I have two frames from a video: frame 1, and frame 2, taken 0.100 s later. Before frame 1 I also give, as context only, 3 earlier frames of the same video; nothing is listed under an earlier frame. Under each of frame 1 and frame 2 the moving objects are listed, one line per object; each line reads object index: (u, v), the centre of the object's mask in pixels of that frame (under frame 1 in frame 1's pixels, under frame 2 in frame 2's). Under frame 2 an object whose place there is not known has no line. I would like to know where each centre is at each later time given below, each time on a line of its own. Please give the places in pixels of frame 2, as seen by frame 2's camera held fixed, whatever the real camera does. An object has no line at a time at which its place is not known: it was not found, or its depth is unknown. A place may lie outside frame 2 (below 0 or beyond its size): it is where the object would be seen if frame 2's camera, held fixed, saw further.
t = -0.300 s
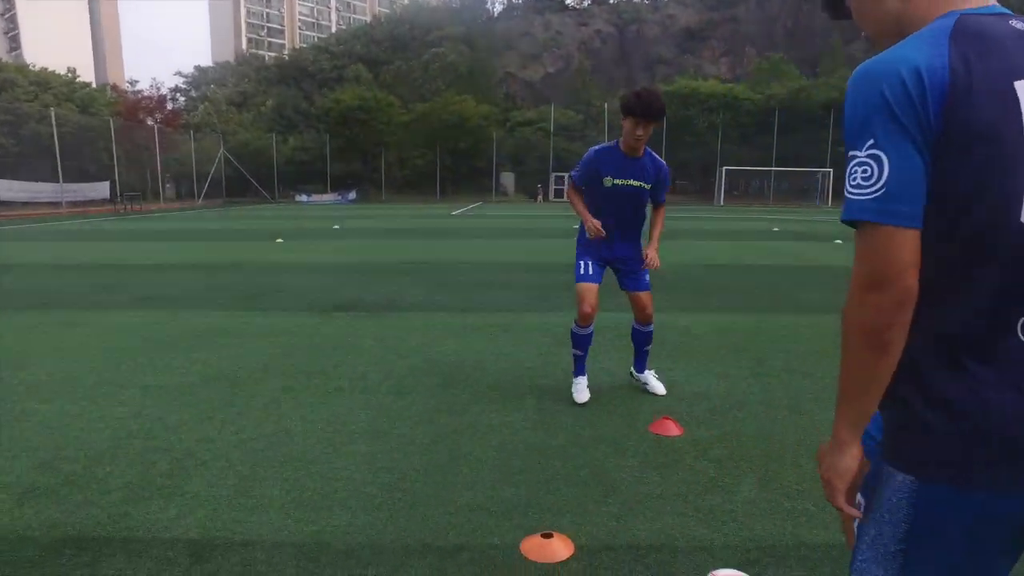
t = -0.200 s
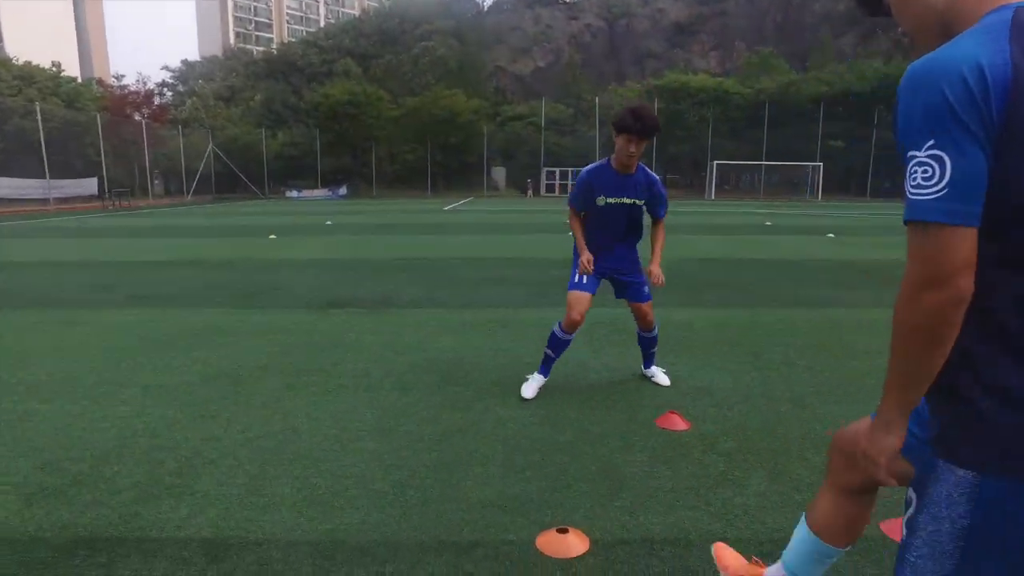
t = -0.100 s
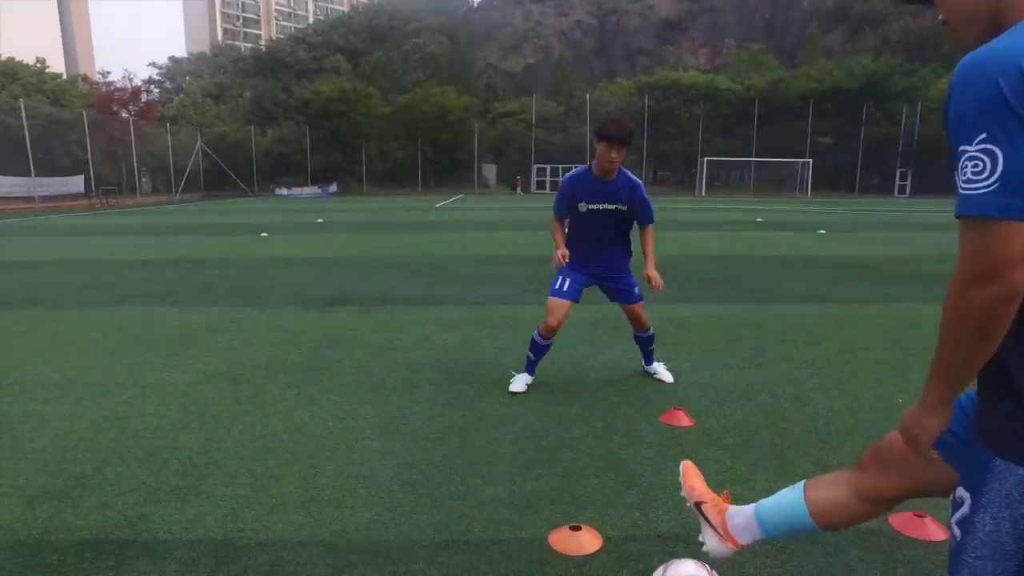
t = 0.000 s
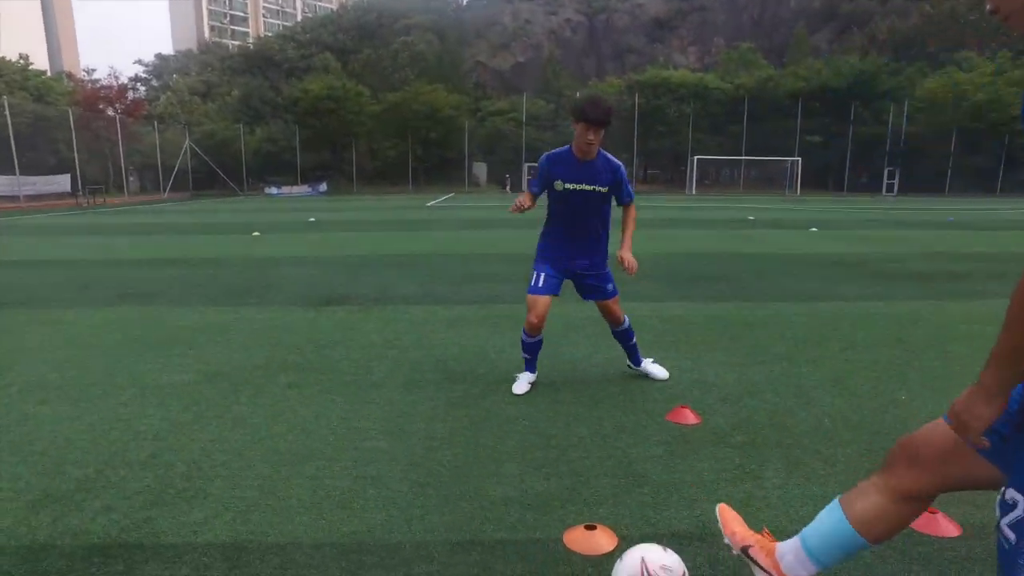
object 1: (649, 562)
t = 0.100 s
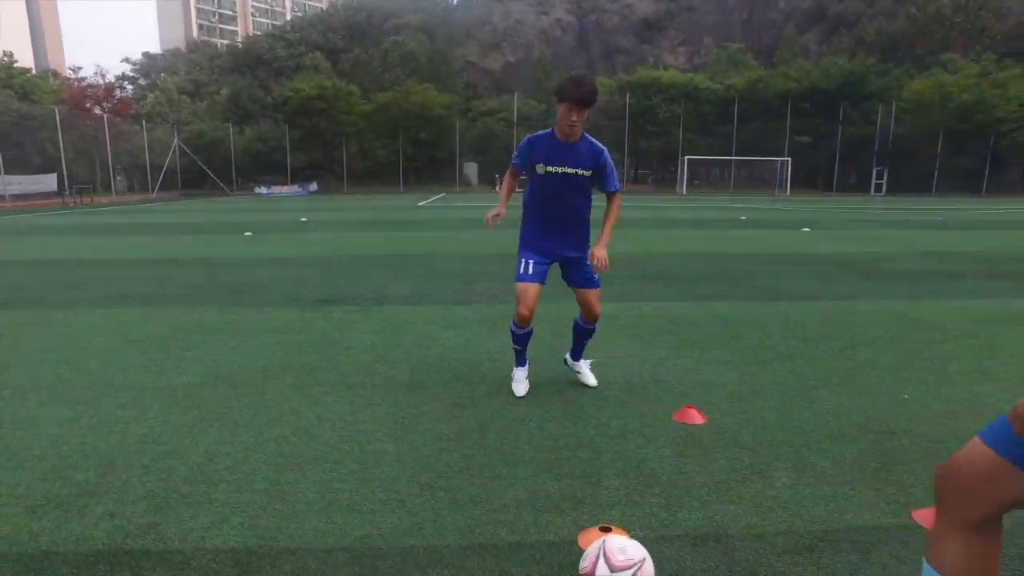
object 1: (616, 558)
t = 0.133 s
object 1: (599, 556)
